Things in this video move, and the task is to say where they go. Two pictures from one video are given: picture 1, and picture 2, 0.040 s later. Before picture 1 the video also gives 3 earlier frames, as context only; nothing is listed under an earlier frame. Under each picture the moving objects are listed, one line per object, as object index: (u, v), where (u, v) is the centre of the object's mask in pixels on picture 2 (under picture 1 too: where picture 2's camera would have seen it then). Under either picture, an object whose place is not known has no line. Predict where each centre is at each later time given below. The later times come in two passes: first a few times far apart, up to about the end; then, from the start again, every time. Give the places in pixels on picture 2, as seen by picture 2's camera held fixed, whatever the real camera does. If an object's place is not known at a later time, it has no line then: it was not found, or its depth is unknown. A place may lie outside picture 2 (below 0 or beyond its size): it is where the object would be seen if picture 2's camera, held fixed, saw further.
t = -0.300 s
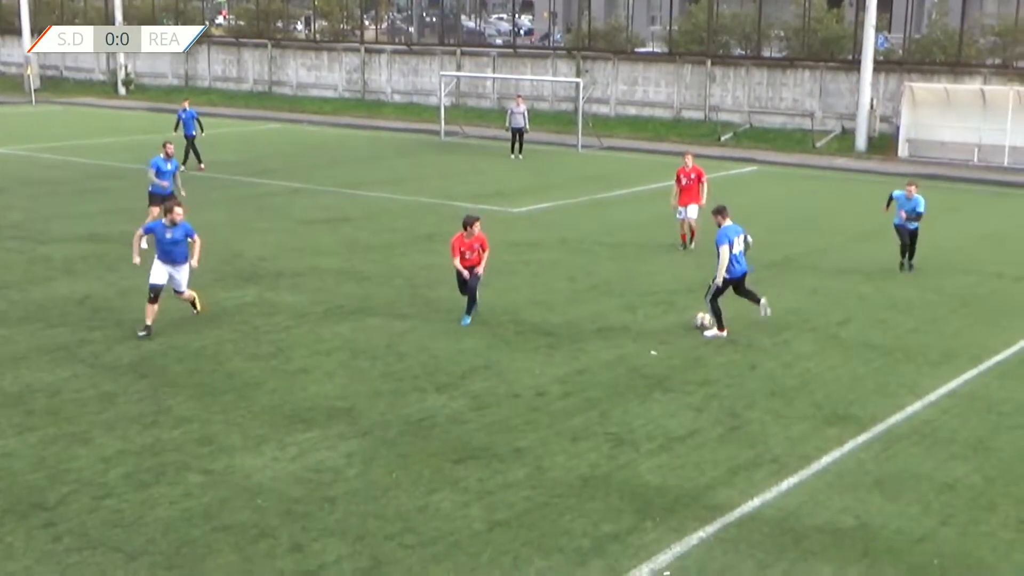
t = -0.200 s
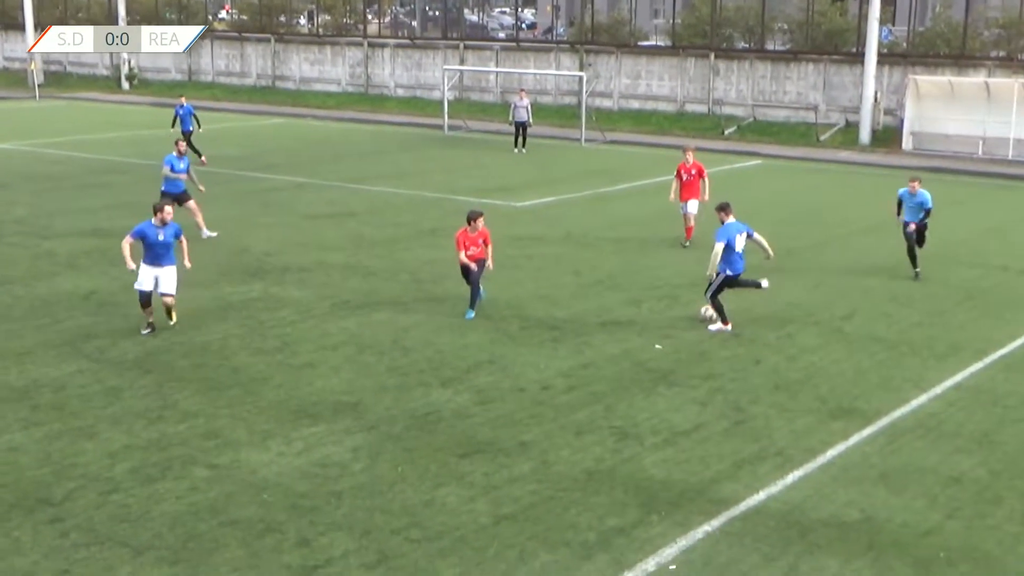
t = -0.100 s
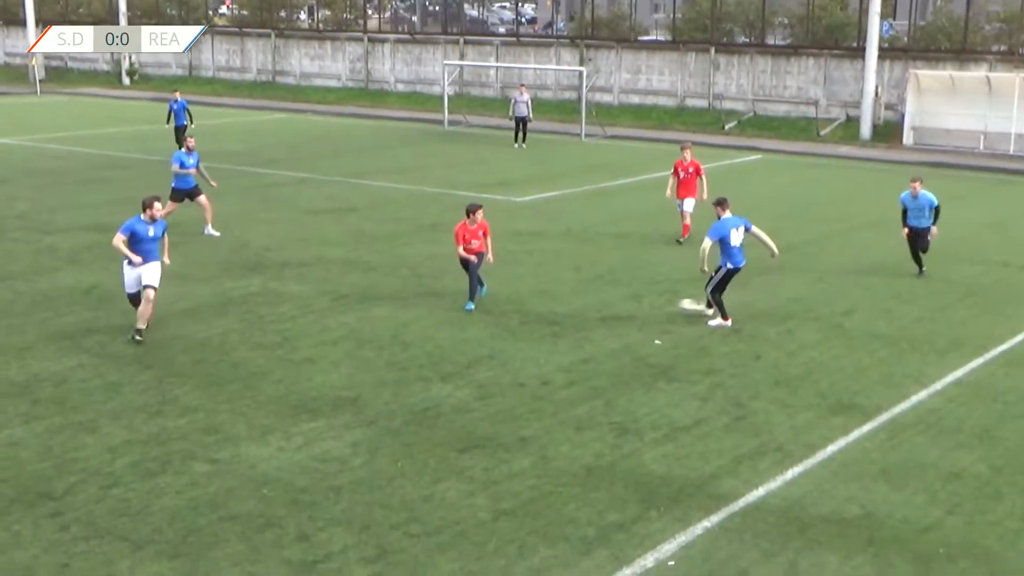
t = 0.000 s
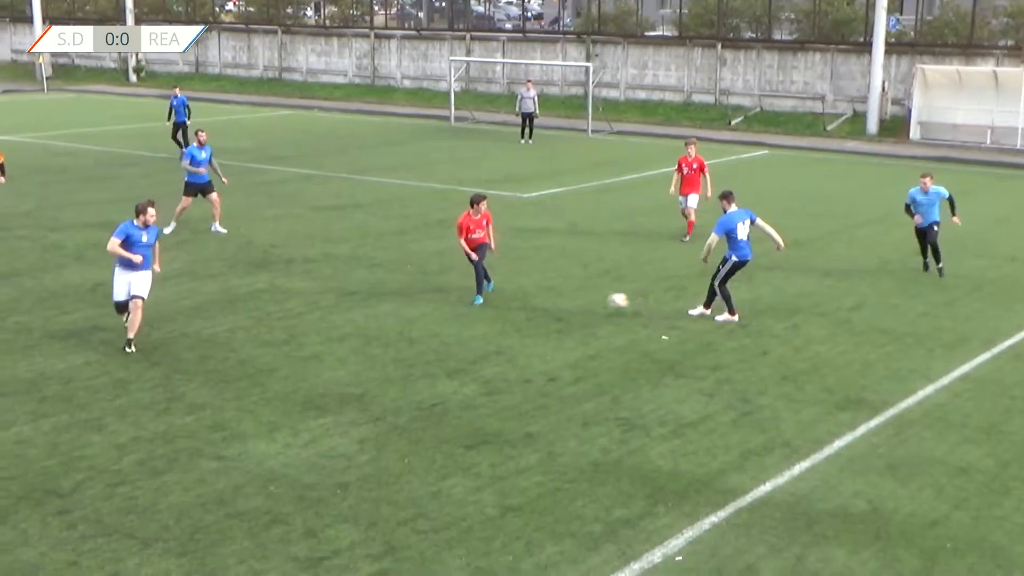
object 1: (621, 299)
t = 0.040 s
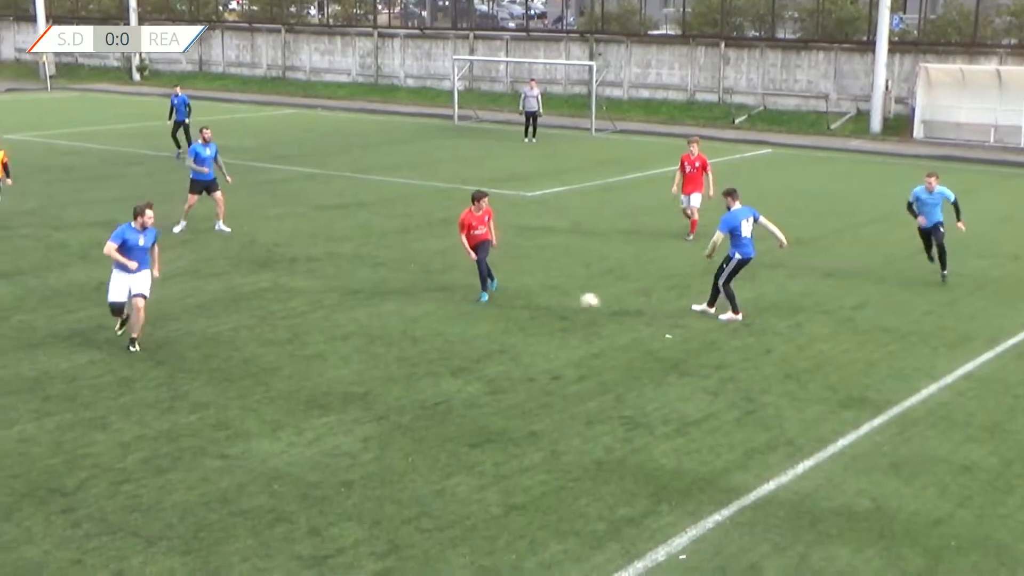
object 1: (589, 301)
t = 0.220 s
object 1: (432, 325)
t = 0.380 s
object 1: (270, 371)
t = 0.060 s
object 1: (573, 302)
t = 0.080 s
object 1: (556, 303)
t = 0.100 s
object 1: (540, 306)
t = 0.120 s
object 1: (522, 308)
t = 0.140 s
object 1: (505, 310)
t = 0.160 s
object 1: (487, 314)
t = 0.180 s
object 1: (469, 316)
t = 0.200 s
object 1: (450, 319)
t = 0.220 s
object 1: (432, 325)
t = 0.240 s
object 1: (413, 329)
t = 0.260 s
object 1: (393, 332)
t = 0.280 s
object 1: (373, 338)
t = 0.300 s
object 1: (355, 344)
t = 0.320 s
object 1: (335, 349)
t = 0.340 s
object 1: (314, 357)
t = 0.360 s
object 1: (293, 363)
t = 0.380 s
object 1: (270, 371)
